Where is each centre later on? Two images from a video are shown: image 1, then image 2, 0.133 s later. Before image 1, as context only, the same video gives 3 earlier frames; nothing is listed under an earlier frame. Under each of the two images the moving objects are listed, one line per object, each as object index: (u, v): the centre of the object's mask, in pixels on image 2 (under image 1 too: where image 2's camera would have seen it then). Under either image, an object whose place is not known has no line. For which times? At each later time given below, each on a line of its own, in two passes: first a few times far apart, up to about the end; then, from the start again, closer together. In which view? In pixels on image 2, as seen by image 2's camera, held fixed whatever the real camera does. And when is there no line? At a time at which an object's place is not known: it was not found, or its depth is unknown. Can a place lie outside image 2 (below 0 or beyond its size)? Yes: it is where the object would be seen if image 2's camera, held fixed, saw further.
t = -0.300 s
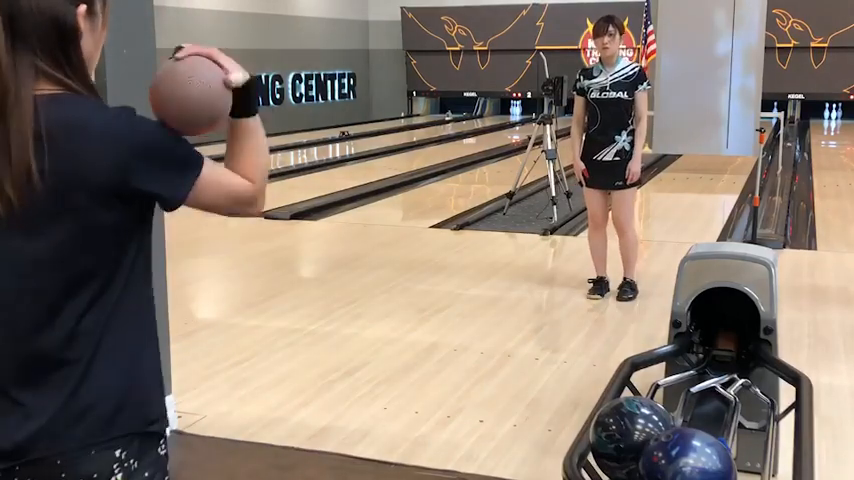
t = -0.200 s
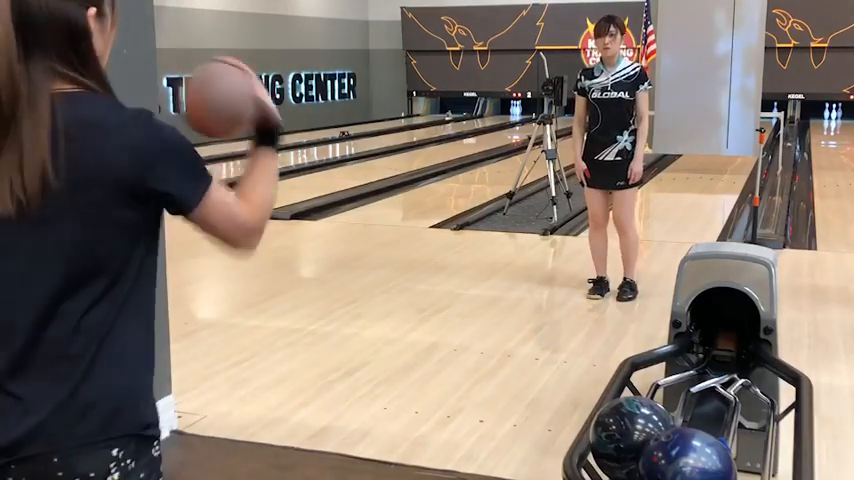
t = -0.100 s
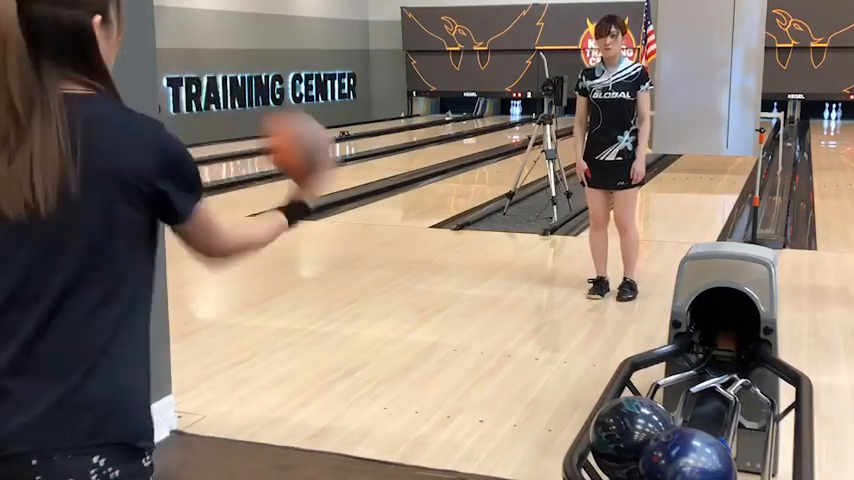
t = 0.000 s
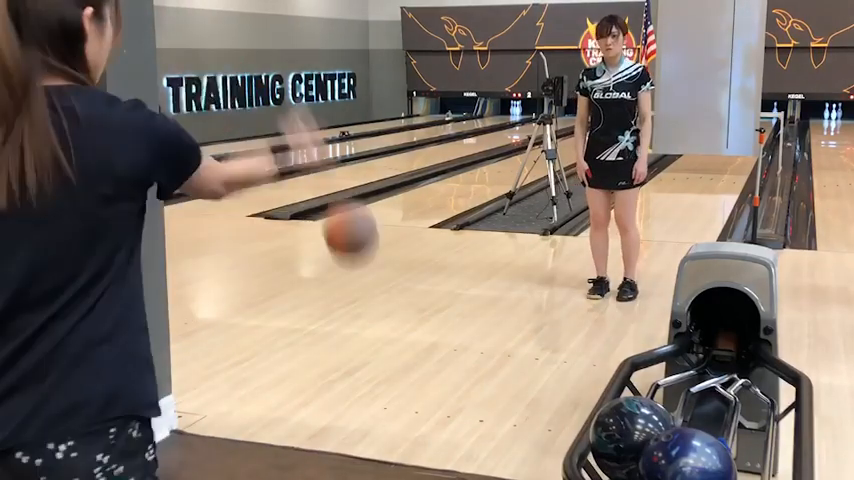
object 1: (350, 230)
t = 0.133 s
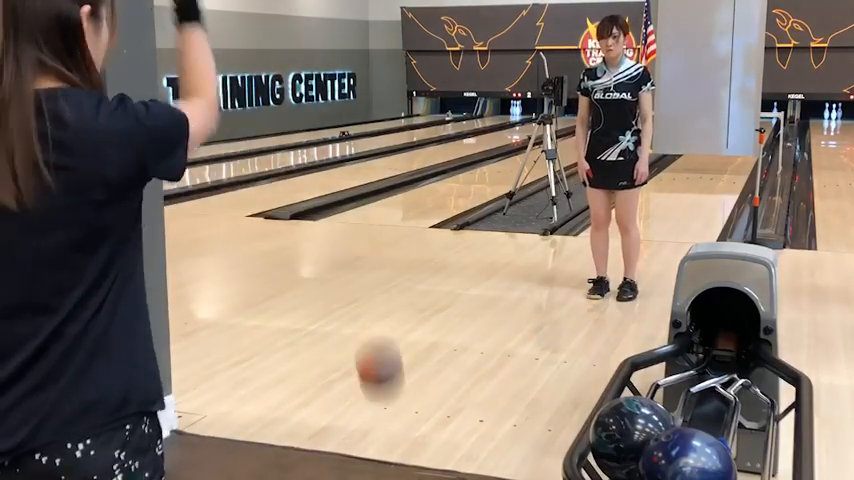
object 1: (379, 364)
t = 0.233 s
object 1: (396, 471)
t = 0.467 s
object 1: (467, 281)
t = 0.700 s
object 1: (519, 211)
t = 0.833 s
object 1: (540, 228)
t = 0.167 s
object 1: (385, 406)
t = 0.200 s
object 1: (392, 444)
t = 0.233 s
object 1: (396, 471)
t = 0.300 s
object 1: (418, 448)
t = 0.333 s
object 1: (428, 410)
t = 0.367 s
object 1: (439, 370)
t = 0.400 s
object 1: (449, 338)
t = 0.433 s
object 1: (459, 306)
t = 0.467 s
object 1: (467, 281)
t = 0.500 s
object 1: (476, 262)
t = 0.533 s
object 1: (484, 245)
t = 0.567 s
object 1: (492, 231)
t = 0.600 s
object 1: (500, 221)
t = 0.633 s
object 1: (506, 214)
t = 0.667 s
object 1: (513, 212)
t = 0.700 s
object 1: (519, 211)
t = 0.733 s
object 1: (525, 213)
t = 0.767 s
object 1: (529, 214)
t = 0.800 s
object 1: (534, 220)
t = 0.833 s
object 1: (540, 228)
